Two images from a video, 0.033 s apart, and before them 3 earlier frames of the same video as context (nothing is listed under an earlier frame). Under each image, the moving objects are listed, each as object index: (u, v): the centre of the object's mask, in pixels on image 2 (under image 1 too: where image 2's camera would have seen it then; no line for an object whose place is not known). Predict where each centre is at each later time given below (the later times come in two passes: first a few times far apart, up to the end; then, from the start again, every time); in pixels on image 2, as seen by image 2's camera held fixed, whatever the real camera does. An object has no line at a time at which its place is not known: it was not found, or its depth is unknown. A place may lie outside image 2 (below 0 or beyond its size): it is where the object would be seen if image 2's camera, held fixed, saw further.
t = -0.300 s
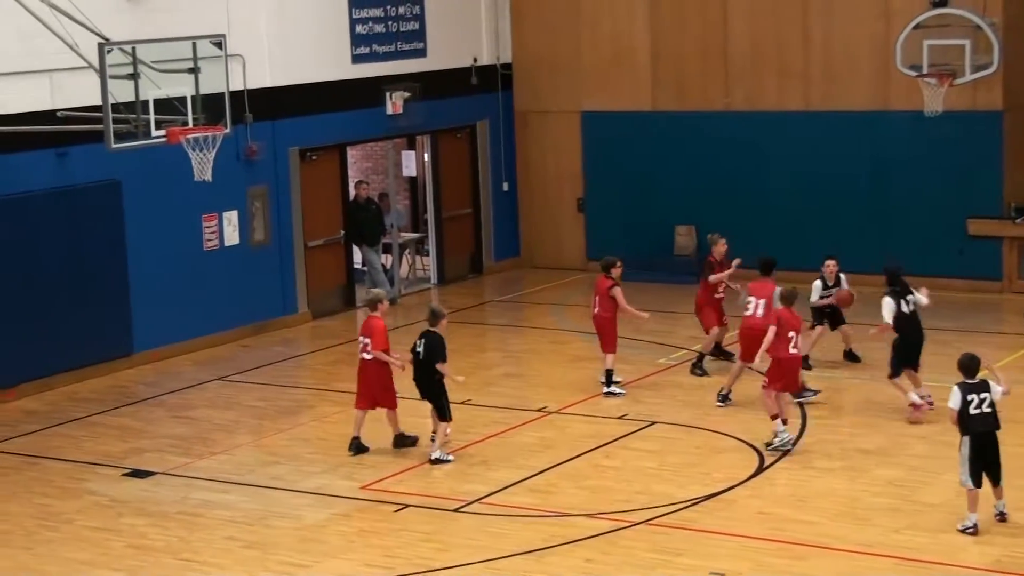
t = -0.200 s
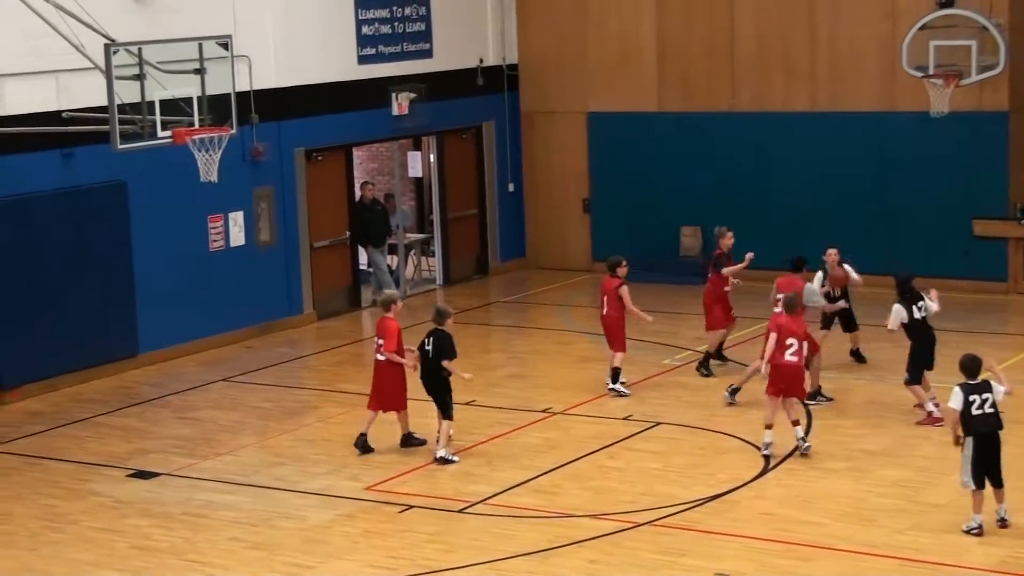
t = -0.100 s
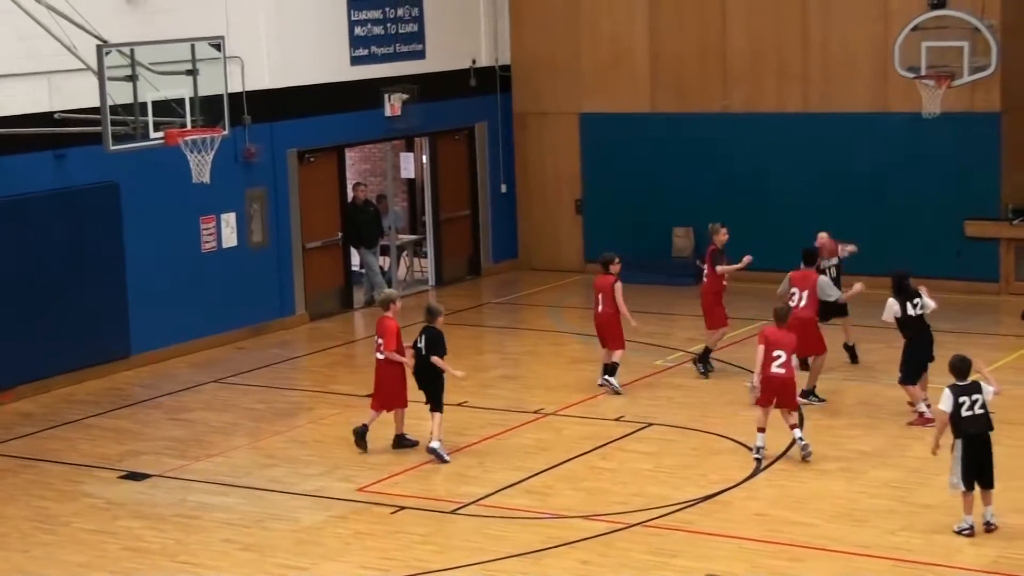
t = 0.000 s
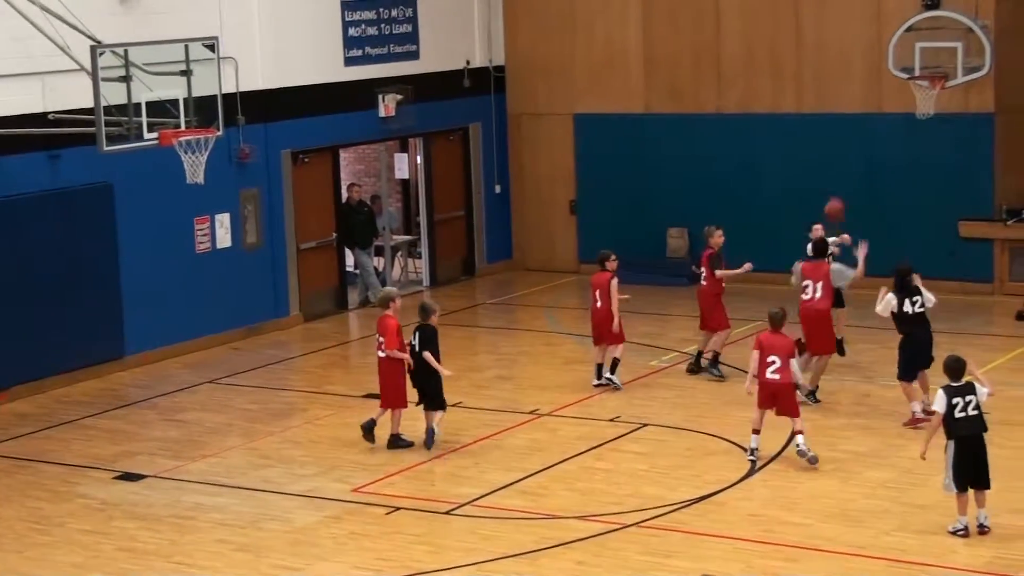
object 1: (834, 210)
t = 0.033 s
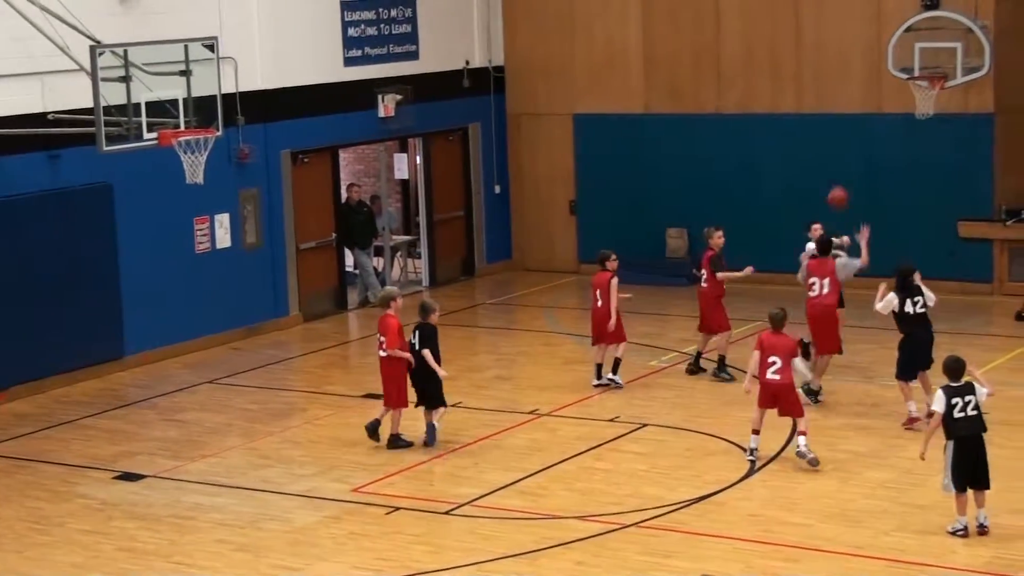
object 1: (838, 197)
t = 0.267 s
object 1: (868, 140)
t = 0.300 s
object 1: (873, 137)
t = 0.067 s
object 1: (842, 186)
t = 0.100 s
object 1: (846, 176)
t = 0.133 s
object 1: (850, 167)
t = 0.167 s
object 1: (854, 158)
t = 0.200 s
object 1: (859, 152)
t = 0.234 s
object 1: (864, 145)
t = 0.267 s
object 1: (868, 140)
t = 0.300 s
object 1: (873, 137)
